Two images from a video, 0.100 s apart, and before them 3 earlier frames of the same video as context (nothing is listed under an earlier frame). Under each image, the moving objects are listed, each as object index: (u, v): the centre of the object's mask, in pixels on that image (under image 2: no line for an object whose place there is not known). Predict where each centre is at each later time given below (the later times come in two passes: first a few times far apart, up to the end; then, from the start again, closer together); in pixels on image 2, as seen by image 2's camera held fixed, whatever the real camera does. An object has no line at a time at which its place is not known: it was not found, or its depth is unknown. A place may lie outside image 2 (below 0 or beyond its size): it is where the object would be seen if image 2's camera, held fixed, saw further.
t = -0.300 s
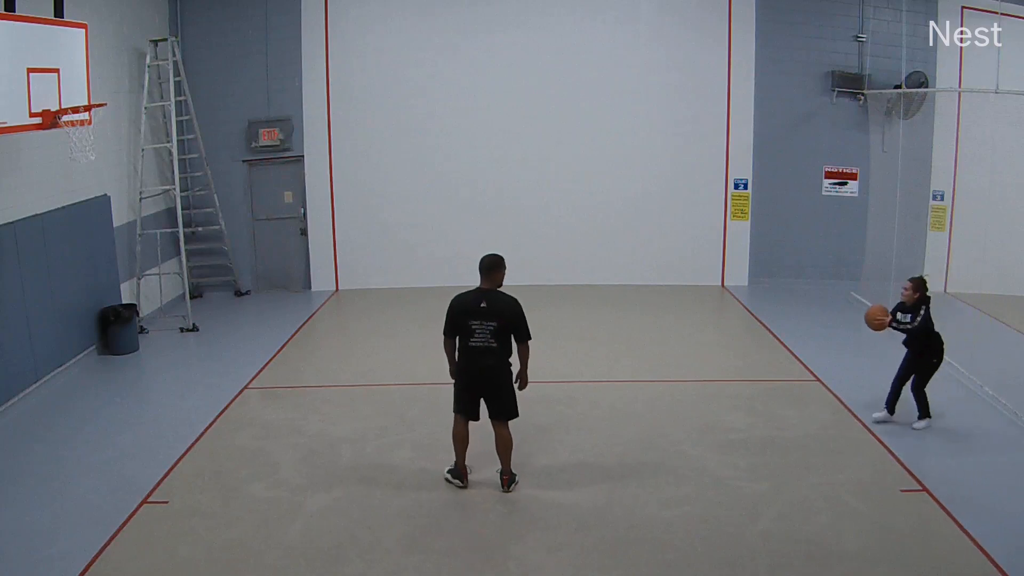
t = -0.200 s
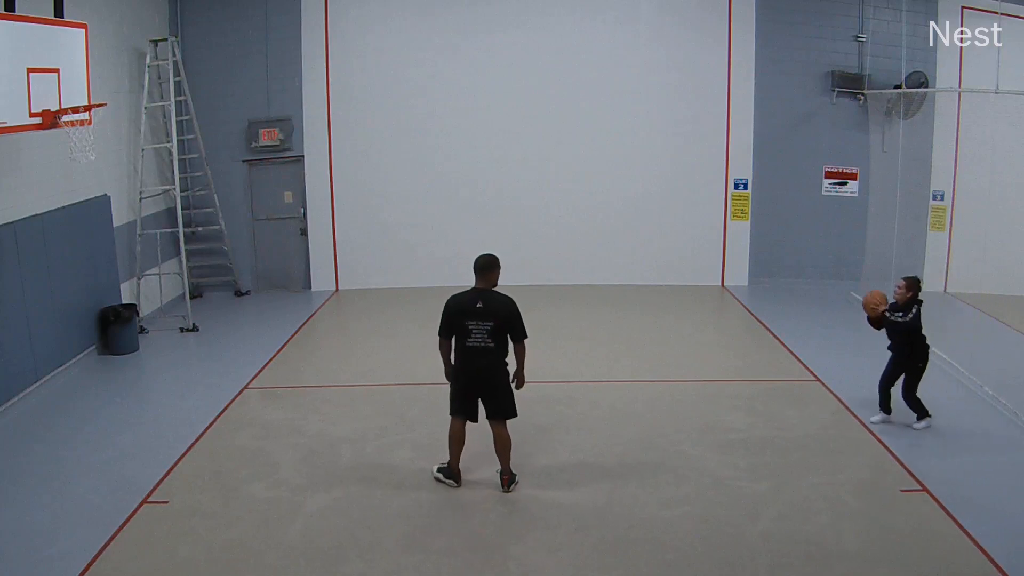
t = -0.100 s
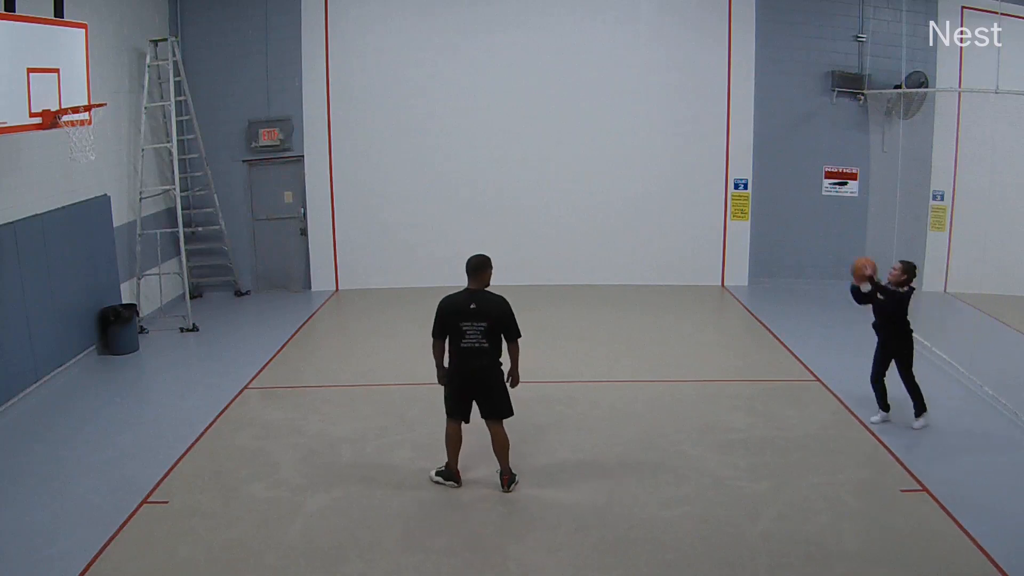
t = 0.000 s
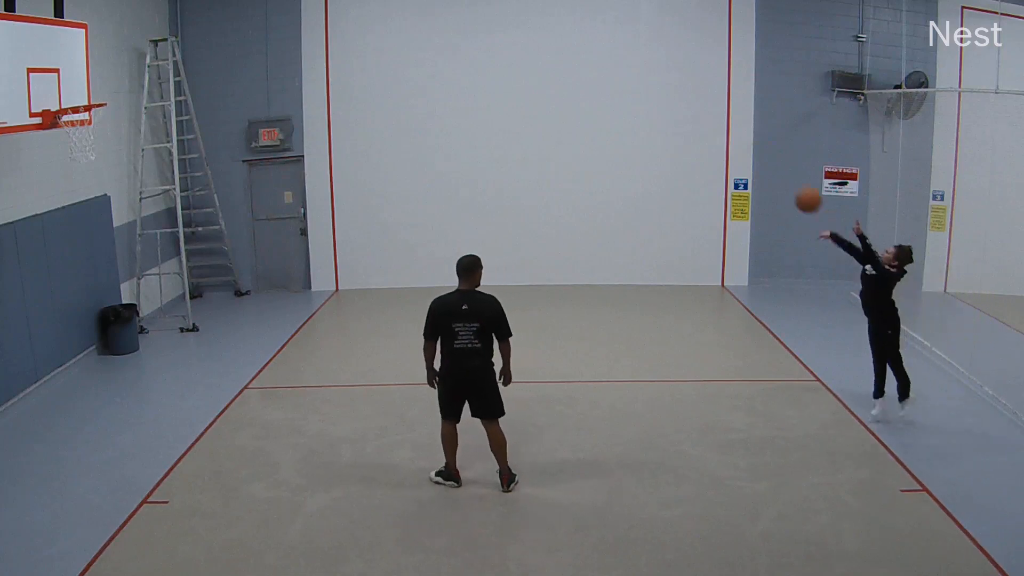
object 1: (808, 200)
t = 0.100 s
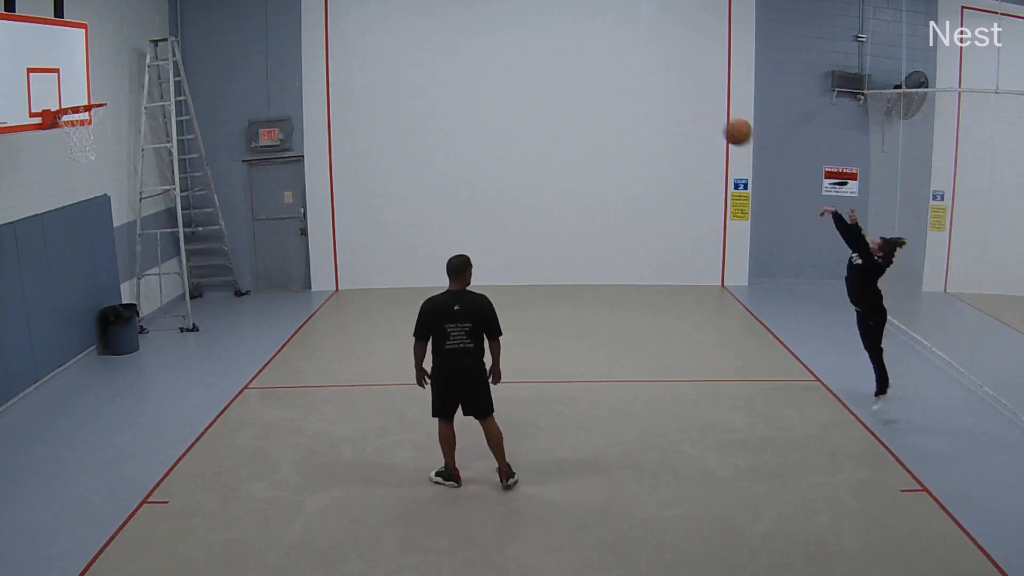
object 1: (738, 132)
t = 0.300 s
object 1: (587, 32)
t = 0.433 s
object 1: (483, 4)
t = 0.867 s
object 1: (178, 32)
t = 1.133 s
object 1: (77, 151)
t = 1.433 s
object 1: (116, 336)
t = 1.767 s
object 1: (164, 321)
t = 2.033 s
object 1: (215, 222)
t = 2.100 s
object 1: (230, 210)
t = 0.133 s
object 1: (713, 112)
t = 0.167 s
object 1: (689, 93)
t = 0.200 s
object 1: (663, 76)
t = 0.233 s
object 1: (638, 59)
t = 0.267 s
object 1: (613, 45)
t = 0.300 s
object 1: (587, 32)
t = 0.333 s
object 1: (562, 20)
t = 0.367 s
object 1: (535, 11)
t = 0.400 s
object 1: (509, 7)
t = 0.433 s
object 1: (483, 4)
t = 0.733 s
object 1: (264, 4)
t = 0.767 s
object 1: (242, 7)
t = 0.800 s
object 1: (221, 12)
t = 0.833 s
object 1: (199, 21)
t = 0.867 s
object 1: (178, 32)
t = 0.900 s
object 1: (158, 45)
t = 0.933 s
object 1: (138, 58)
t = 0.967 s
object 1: (119, 73)
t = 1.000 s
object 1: (100, 89)
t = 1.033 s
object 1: (82, 105)
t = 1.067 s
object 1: (72, 122)
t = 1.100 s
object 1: (73, 137)
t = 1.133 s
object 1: (77, 151)
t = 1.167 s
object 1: (80, 167)
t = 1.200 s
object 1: (84, 183)
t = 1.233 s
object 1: (88, 201)
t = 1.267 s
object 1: (92, 220)
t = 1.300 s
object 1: (96, 240)
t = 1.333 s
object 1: (101, 262)
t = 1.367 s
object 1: (105, 285)
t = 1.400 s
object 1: (111, 311)
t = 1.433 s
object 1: (116, 336)
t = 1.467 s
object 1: (122, 363)
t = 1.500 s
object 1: (128, 391)
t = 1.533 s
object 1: (135, 421)
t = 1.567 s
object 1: (141, 435)
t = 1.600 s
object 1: (144, 414)
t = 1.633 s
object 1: (147, 394)
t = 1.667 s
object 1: (151, 374)
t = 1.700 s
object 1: (155, 356)
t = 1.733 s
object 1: (159, 338)
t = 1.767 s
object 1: (164, 321)
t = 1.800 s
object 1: (169, 305)
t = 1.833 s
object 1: (174, 290)
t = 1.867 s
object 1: (181, 276)
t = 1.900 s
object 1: (187, 263)
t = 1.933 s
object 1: (193, 250)
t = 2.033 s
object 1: (215, 222)
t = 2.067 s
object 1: (222, 216)
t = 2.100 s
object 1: (230, 210)
